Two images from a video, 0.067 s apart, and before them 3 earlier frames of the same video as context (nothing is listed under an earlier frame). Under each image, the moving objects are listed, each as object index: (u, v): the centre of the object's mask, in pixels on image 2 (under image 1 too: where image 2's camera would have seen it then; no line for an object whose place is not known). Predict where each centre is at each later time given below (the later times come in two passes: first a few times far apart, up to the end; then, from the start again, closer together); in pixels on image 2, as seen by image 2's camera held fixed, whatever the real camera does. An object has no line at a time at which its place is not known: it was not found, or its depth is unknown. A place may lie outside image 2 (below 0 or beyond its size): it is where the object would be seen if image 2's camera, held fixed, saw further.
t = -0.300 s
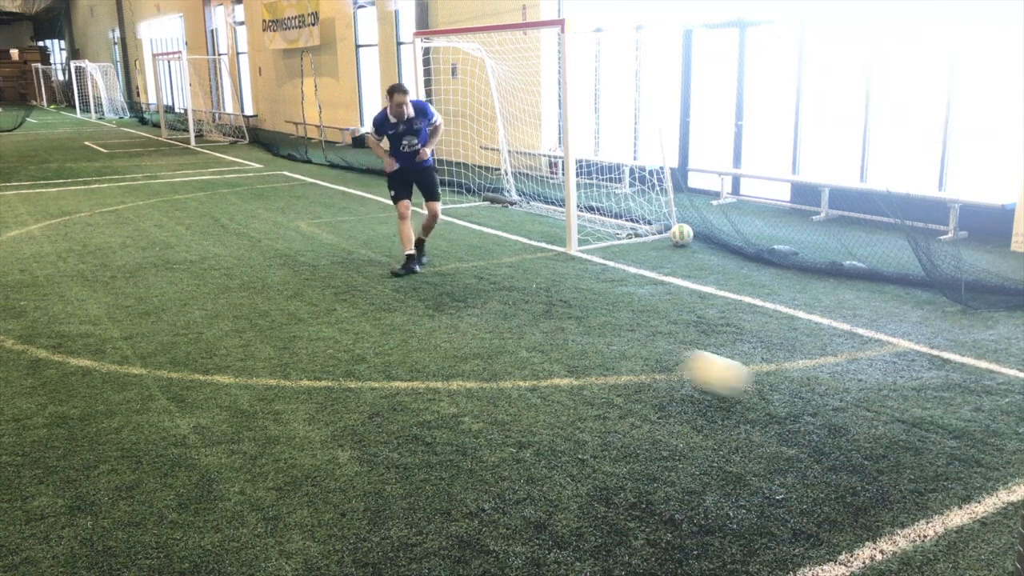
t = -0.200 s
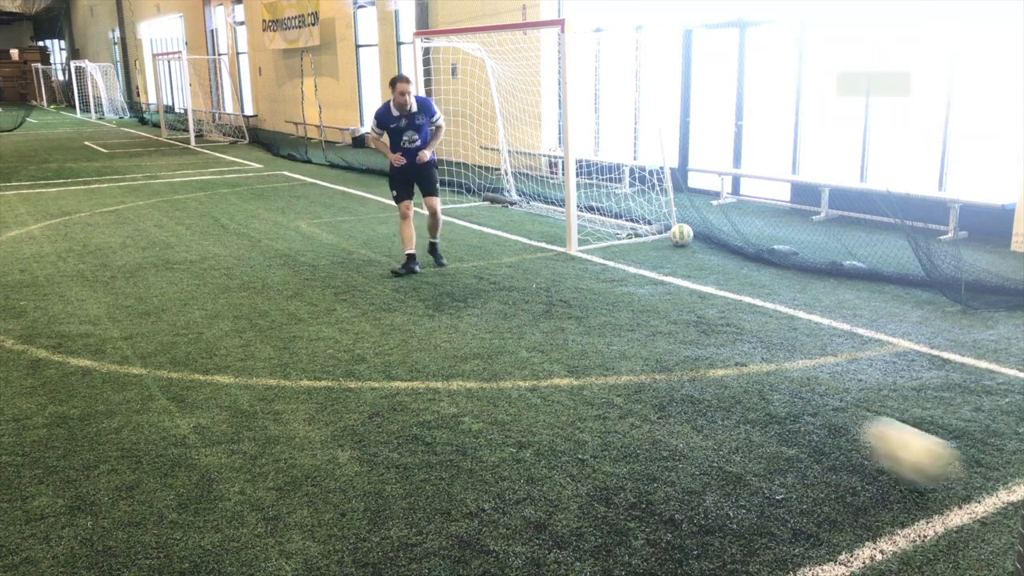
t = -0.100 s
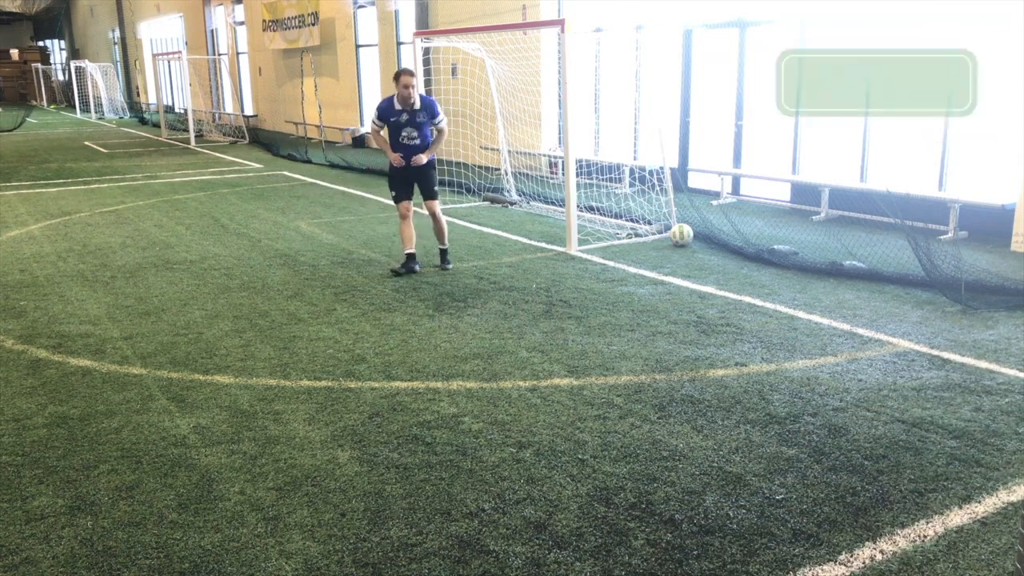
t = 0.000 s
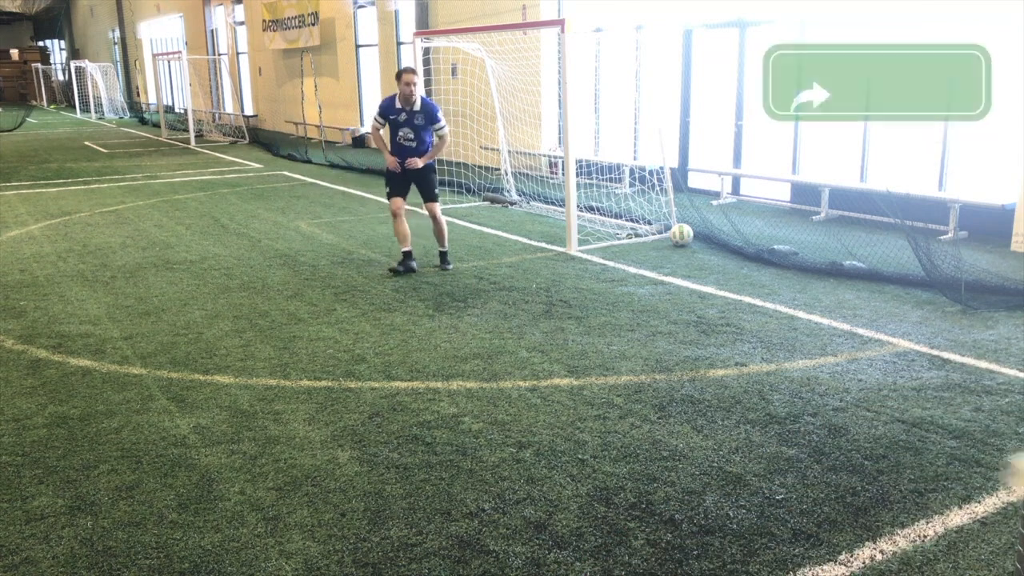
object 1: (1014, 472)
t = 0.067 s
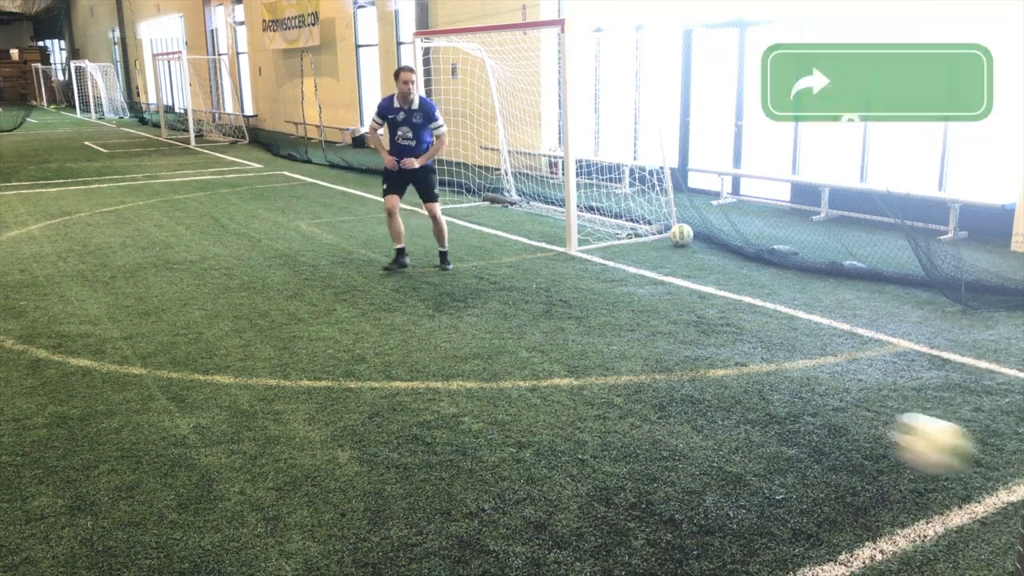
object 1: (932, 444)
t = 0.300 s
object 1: (678, 367)
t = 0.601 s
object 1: (543, 324)
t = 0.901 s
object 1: (468, 295)
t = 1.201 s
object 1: (409, 280)
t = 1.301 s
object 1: (392, 271)
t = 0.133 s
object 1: (834, 417)
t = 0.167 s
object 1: (792, 410)
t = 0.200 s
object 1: (753, 405)
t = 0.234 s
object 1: (720, 399)
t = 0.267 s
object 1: (700, 382)
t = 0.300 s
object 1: (678, 367)
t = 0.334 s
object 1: (661, 358)
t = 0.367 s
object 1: (643, 349)
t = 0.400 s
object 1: (626, 344)
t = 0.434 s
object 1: (610, 338)
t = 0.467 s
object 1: (594, 338)
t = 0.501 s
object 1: (580, 337)
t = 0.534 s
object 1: (565, 339)
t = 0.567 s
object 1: (554, 335)
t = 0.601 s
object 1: (543, 324)
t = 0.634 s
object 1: (534, 317)
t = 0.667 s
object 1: (525, 313)
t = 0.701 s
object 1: (517, 310)
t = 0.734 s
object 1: (508, 310)
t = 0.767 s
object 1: (500, 310)
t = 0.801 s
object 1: (492, 313)
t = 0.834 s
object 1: (484, 308)
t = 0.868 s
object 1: (476, 299)
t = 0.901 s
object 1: (468, 295)
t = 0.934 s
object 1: (461, 293)
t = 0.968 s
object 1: (454, 291)
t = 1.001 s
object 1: (447, 292)
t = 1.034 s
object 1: (439, 292)
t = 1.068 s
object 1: (433, 288)
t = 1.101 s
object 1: (426, 283)
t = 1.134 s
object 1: (421, 280)
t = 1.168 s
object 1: (415, 278)
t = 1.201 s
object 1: (409, 280)
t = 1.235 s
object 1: (403, 279)
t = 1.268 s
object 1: (398, 275)
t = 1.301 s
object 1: (392, 271)
